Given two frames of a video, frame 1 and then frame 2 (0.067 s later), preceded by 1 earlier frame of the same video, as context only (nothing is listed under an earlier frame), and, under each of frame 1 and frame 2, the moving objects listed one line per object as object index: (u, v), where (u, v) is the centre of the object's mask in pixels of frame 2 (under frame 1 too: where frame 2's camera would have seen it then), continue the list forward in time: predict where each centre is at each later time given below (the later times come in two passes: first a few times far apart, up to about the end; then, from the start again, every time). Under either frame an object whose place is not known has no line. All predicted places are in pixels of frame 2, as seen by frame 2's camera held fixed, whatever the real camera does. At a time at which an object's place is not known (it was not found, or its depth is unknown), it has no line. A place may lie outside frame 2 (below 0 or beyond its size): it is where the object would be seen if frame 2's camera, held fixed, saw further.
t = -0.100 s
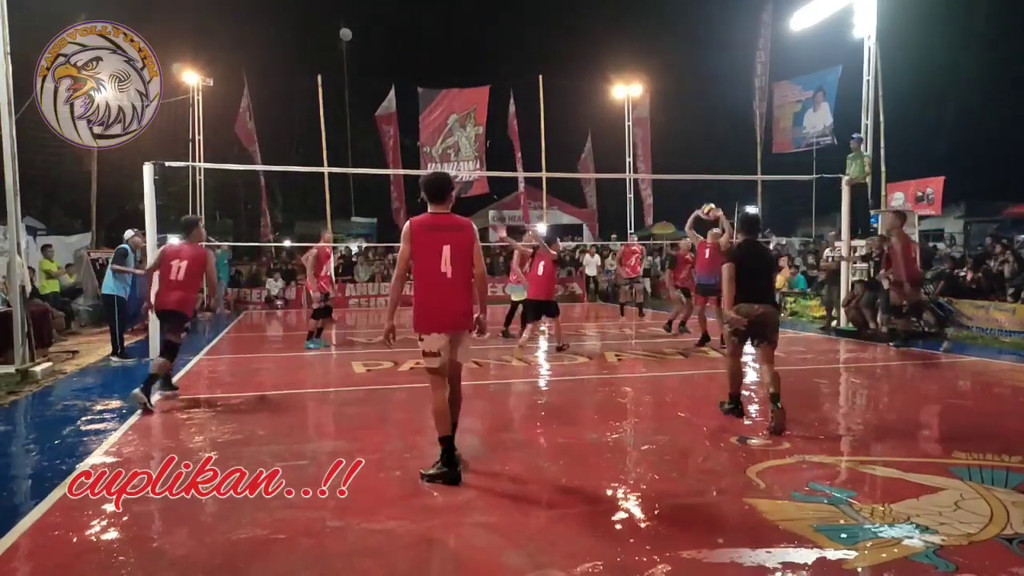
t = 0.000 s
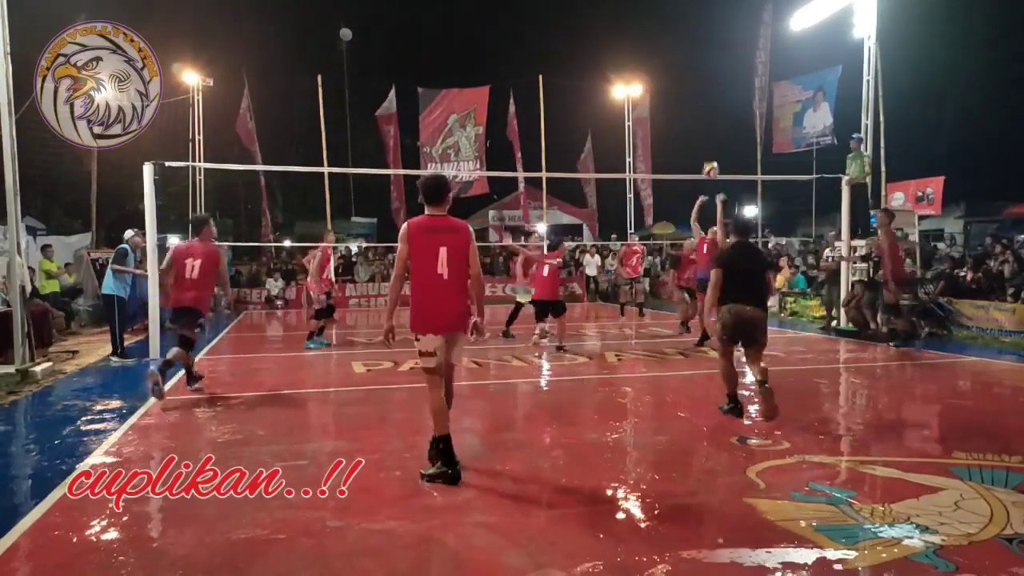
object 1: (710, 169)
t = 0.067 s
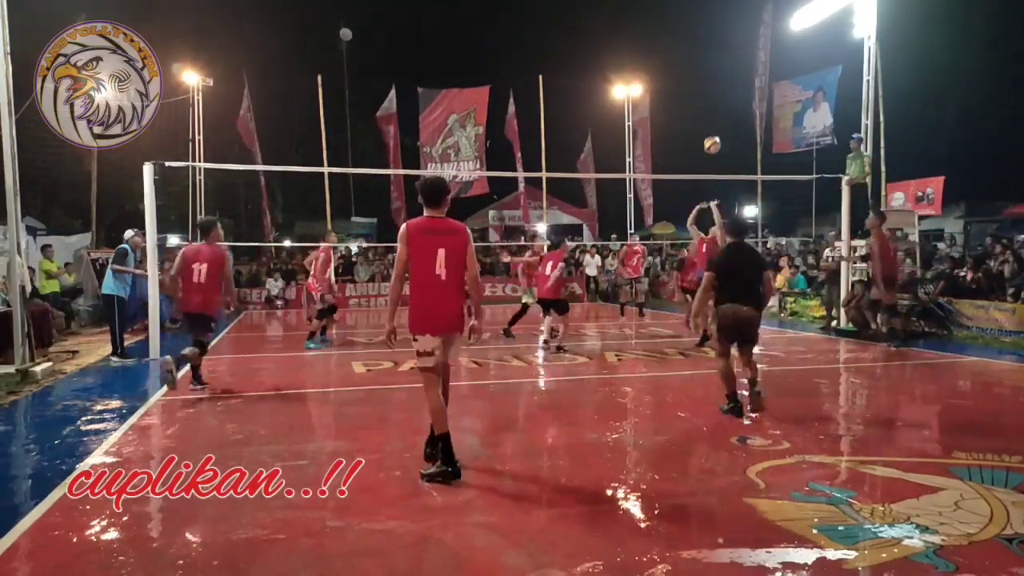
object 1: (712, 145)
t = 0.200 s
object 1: (714, 105)
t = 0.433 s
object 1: (716, 67)
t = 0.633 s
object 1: (717, 67)
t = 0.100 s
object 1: (712, 133)
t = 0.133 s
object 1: (713, 123)
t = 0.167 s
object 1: (713, 114)
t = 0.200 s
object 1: (714, 105)
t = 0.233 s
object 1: (714, 97)
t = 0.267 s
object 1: (714, 90)
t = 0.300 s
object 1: (715, 84)
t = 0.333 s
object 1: (716, 78)
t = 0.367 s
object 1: (715, 74)
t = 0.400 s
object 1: (716, 70)
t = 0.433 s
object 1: (716, 67)
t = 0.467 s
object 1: (716, 65)
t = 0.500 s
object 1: (717, 64)
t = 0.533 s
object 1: (717, 64)
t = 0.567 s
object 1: (717, 64)
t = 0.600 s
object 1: (717, 65)
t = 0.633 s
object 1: (717, 67)
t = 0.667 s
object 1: (717, 70)
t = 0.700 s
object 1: (717, 74)
